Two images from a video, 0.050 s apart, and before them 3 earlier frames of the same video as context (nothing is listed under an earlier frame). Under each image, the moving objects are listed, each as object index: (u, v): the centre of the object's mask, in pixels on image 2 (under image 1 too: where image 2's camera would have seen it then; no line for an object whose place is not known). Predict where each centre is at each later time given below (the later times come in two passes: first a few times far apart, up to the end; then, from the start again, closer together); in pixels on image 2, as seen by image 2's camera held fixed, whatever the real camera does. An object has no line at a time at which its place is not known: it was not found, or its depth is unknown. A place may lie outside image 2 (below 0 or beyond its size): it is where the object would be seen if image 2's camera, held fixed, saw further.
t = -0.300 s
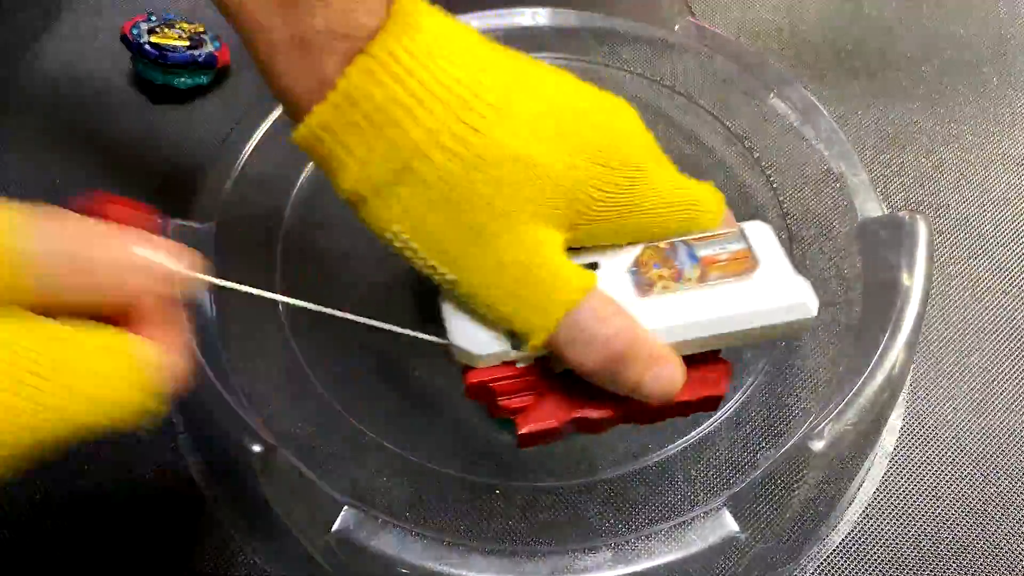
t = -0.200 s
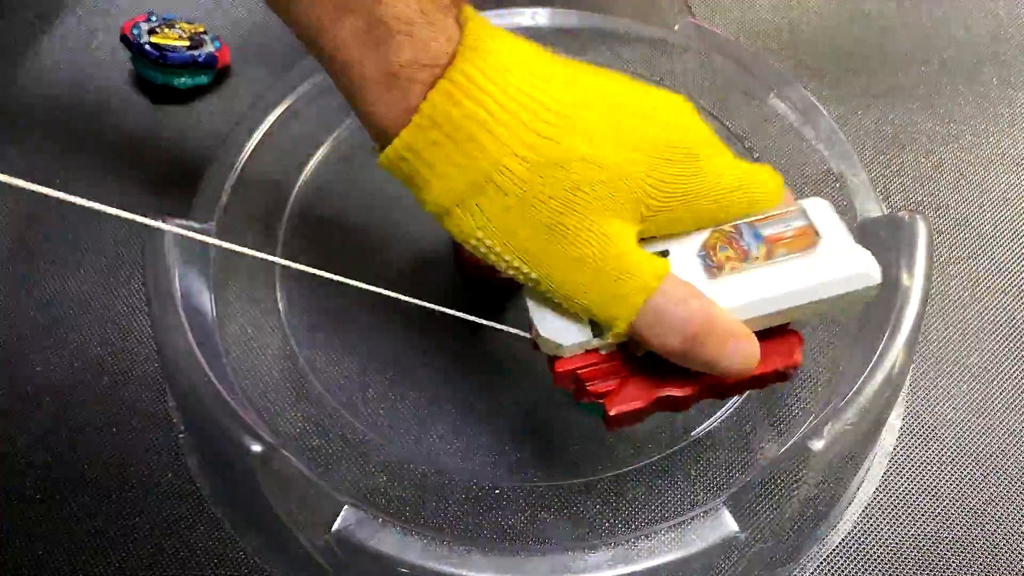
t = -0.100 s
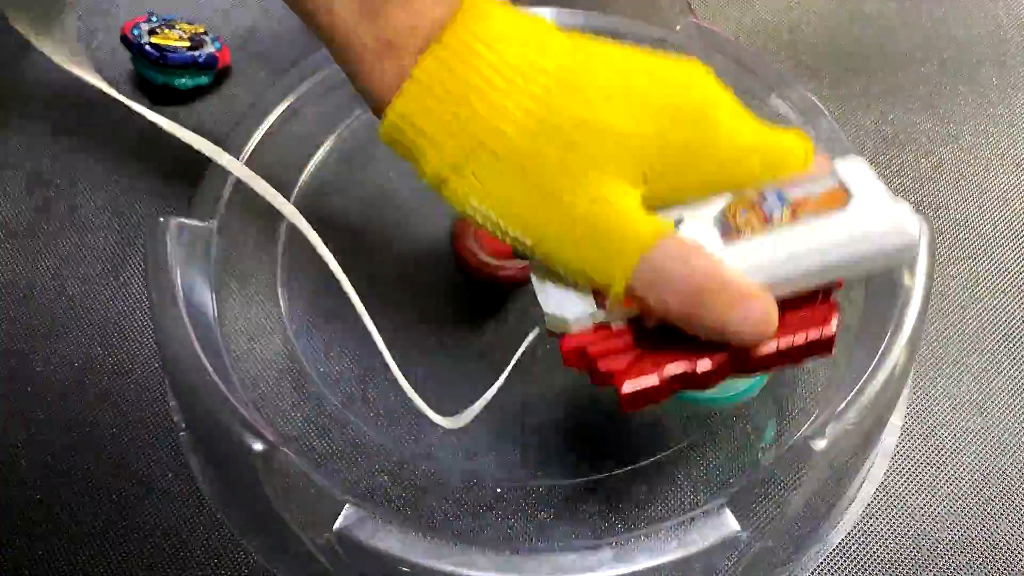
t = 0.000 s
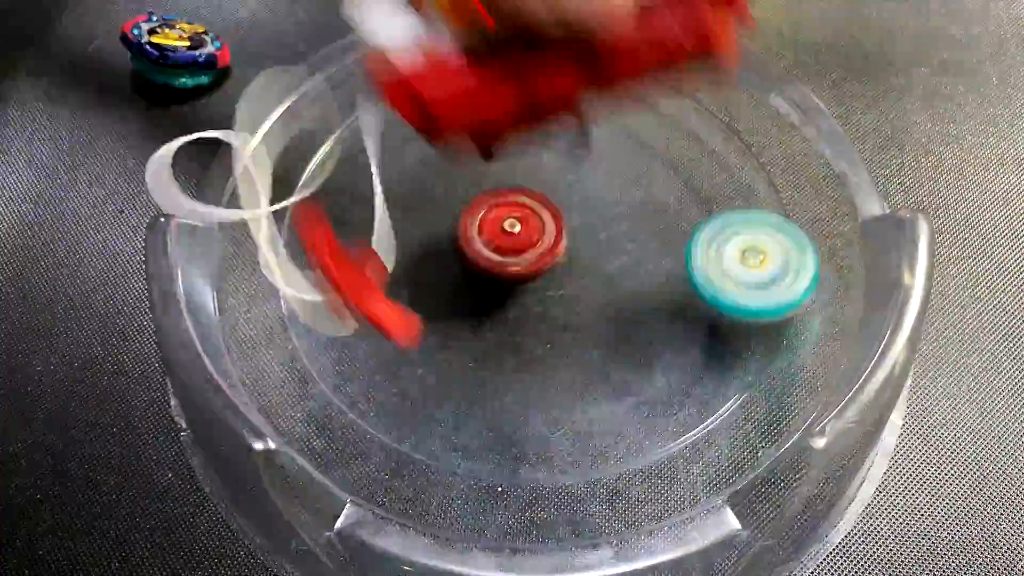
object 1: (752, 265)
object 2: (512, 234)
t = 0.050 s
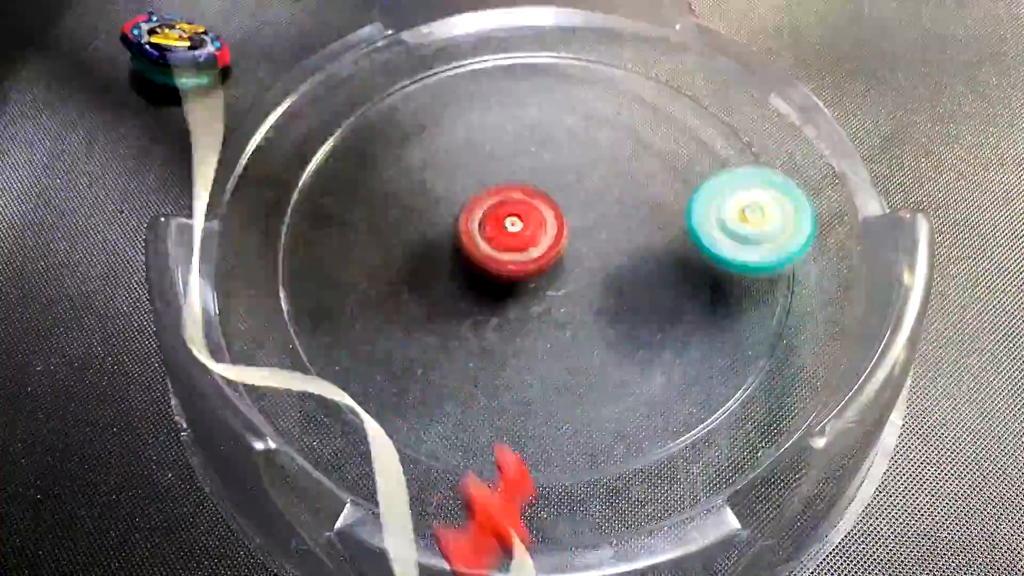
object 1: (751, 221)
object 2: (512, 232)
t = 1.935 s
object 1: (341, 295)
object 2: (556, 239)
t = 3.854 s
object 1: (523, 302)
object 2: (523, 56)
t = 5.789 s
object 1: (549, 243)
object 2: (484, 128)
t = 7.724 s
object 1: (424, 252)
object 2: (694, 240)
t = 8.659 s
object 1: (499, 190)
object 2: (624, 237)
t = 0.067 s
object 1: (747, 206)
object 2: (512, 230)
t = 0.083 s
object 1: (743, 192)
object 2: (513, 230)
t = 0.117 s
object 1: (728, 165)
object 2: (513, 228)
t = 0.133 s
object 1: (719, 152)
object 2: (514, 228)
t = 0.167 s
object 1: (697, 129)
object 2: (514, 227)
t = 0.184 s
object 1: (685, 119)
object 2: (515, 227)
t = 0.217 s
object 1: (658, 100)
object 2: (514, 224)
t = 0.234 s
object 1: (643, 91)
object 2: (514, 224)
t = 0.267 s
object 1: (612, 80)
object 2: (514, 222)
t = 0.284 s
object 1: (596, 75)
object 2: (514, 221)
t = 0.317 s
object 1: (561, 68)
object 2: (515, 220)
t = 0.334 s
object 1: (544, 68)
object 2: (515, 218)
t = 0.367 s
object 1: (510, 67)
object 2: (515, 217)
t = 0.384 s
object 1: (493, 68)
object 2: (515, 217)
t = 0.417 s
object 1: (459, 73)
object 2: (516, 216)
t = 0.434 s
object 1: (443, 78)
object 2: (516, 216)
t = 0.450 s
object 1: (428, 83)
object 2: (516, 215)
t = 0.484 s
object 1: (398, 97)
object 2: (516, 214)
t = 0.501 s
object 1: (385, 105)
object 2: (516, 214)
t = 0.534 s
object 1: (361, 125)
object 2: (517, 214)
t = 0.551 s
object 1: (350, 137)
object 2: (518, 213)
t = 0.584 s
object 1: (332, 162)
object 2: (519, 213)
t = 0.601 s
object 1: (325, 176)
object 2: (519, 213)
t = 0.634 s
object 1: (315, 206)
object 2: (521, 214)
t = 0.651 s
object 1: (313, 222)
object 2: (522, 214)
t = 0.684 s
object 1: (313, 254)
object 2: (523, 214)
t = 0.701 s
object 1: (315, 270)
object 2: (524, 214)
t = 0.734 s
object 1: (327, 303)
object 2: (526, 214)
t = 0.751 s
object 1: (335, 319)
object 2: (527, 215)
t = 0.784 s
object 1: (358, 349)
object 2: (529, 214)
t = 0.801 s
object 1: (371, 363)
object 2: (531, 214)
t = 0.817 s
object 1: (387, 376)
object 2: (532, 214)
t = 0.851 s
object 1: (422, 398)
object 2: (534, 214)
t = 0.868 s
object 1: (442, 407)
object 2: (536, 213)
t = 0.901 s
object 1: (485, 420)
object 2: (538, 213)
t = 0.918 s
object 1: (508, 424)
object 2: (539, 213)
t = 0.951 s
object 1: (553, 427)
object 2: (542, 213)
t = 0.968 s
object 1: (577, 426)
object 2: (543, 212)
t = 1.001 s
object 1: (622, 417)
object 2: (545, 212)
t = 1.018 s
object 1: (643, 409)
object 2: (545, 211)
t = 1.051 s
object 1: (682, 390)
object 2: (547, 212)
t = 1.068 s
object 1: (700, 379)
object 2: (548, 212)
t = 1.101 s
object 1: (729, 353)
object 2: (549, 212)
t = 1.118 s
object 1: (742, 338)
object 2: (550, 212)
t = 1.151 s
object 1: (761, 307)
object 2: (551, 212)
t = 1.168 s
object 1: (768, 290)
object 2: (552, 212)
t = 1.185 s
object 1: (773, 274)
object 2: (552, 212)
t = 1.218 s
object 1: (777, 240)
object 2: (553, 213)
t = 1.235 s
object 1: (777, 223)
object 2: (553, 213)
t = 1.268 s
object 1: (770, 191)
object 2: (554, 213)
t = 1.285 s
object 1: (765, 176)
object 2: (553, 214)
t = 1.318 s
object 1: (749, 148)
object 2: (553, 215)
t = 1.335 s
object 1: (739, 134)
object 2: (553, 215)
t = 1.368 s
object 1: (715, 111)
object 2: (552, 217)
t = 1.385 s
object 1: (703, 101)
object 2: (551, 217)
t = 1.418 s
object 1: (674, 83)
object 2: (550, 219)
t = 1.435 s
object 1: (657, 75)
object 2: (550, 220)
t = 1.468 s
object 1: (625, 65)
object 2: (549, 222)
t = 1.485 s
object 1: (609, 61)
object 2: (549, 224)
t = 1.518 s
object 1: (575, 56)
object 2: (550, 226)
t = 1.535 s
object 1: (558, 55)
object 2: (550, 227)
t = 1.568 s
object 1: (523, 56)
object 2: (550, 228)
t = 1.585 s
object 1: (506, 58)
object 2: (550, 230)
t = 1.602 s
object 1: (489, 62)
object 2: (551, 230)
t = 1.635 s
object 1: (455, 70)
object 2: (551, 232)
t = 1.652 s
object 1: (441, 77)
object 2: (552, 232)
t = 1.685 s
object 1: (412, 92)
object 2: (553, 234)
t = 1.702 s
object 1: (398, 100)
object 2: (554, 235)
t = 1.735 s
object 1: (374, 121)
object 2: (554, 235)
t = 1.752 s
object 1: (364, 133)
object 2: (554, 235)
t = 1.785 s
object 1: (346, 159)
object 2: (556, 236)
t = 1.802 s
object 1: (339, 172)
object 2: (555, 236)
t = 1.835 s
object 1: (329, 202)
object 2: (556, 237)
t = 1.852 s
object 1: (327, 217)
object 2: (556, 237)
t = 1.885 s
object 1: (327, 248)
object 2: (555, 237)
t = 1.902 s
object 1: (330, 264)
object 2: (556, 237)
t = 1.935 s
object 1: (341, 295)
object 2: (556, 239)
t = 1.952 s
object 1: (349, 310)
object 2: (555, 239)
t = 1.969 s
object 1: (358, 324)
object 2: (555, 239)
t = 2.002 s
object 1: (384, 351)
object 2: (555, 241)
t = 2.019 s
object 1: (399, 361)
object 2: (555, 241)
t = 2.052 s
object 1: (433, 380)
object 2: (554, 242)
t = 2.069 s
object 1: (452, 387)
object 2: (554, 242)
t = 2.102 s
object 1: (492, 397)
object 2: (554, 243)
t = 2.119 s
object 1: (513, 399)
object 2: (553, 243)
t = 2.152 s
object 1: (554, 397)
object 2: (552, 243)
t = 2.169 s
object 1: (575, 393)
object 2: (552, 243)
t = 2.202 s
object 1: (613, 381)
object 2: (550, 243)
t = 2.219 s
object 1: (631, 371)
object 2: (549, 243)
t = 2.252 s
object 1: (661, 350)
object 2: (548, 243)
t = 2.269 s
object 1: (674, 337)
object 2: (547, 243)
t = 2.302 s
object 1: (693, 310)
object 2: (546, 242)
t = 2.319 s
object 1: (700, 297)
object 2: (545, 243)
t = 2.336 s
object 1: (705, 283)
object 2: (544, 242)
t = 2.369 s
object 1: (710, 254)
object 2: (541, 242)
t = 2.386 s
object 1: (710, 240)
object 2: (540, 243)
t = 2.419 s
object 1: (705, 212)
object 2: (538, 243)
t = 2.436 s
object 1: (701, 199)
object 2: (538, 243)
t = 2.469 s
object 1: (688, 174)
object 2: (535, 244)
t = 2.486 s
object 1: (679, 162)
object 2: (535, 244)
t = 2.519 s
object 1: (657, 143)
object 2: (534, 244)
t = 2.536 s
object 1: (647, 135)
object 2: (532, 245)
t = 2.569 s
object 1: (621, 123)
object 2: (531, 244)
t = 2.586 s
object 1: (608, 119)
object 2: (530, 244)
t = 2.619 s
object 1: (581, 112)
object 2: (528, 244)
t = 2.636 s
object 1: (567, 111)
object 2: (528, 243)
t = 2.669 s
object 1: (539, 110)
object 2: (526, 242)
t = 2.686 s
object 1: (524, 111)
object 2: (525, 243)
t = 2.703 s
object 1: (512, 114)
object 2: (525, 242)
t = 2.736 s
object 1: (487, 121)
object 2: (523, 242)
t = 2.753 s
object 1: (476, 128)
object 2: (521, 241)
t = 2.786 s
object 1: (456, 141)
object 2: (521, 240)
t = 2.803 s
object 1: (447, 150)
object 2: (521, 240)
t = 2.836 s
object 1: (433, 167)
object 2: (520, 240)
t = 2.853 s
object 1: (426, 175)
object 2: (521, 240)
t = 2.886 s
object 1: (406, 181)
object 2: (534, 252)
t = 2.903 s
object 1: (398, 185)
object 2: (539, 259)
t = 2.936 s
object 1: (385, 195)
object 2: (548, 265)
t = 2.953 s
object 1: (380, 201)
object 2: (553, 266)
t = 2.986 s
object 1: (376, 214)
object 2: (561, 269)
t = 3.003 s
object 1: (376, 222)
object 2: (563, 269)
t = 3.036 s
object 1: (381, 238)
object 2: (569, 269)
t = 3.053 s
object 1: (385, 247)
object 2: (572, 267)
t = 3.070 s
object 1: (390, 254)
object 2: (572, 266)
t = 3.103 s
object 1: (405, 271)
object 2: (575, 262)
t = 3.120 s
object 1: (414, 278)
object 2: (575, 259)
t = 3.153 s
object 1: (436, 293)
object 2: (575, 254)
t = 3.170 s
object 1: (447, 299)
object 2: (576, 252)
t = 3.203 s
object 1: (473, 307)
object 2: (575, 246)
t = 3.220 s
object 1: (475, 314)
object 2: (585, 239)
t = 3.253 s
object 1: (477, 323)
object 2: (608, 221)
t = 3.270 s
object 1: (480, 327)
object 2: (615, 214)
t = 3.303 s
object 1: (487, 331)
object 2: (626, 200)
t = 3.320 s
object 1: (492, 331)
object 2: (629, 193)
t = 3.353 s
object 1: (502, 329)
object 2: (630, 184)
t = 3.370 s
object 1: (509, 325)
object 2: (629, 179)
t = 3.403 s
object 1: (523, 316)
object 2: (627, 173)
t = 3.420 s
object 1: (531, 309)
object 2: (623, 170)
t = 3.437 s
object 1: (538, 302)
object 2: (618, 169)
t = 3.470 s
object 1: (551, 288)
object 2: (606, 166)
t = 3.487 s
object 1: (556, 279)
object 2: (598, 164)
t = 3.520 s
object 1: (566, 262)
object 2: (587, 159)
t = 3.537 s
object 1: (564, 268)
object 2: (587, 142)
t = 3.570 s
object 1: (555, 288)
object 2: (588, 104)
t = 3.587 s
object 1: (550, 297)
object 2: (588, 88)
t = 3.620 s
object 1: (540, 310)
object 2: (585, 64)
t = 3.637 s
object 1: (535, 316)
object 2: (582, 56)
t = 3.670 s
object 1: (527, 323)
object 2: (575, 47)
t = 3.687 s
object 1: (523, 325)
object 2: (570, 44)
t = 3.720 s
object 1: (518, 327)
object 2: (560, 42)
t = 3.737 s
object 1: (517, 326)
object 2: (555, 42)
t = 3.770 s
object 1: (516, 323)
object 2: (544, 43)
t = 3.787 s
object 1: (516, 320)
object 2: (540, 44)
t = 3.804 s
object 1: (517, 316)
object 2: (534, 46)
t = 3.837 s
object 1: (520, 308)
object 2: (528, 50)
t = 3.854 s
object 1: (523, 302)
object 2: (523, 56)
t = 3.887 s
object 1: (529, 291)
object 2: (517, 63)
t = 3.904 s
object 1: (532, 285)
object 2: (512, 69)
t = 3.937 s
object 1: (539, 273)
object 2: (507, 81)
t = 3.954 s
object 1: (542, 267)
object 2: (502, 88)
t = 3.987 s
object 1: (547, 255)
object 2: (498, 104)
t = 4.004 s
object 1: (548, 249)
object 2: (496, 112)
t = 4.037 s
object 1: (549, 237)
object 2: (496, 128)
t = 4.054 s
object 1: (549, 231)
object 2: (496, 136)
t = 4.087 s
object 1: (557, 244)
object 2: (490, 120)
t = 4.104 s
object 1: (564, 260)
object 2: (487, 104)
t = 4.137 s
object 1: (576, 290)
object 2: (477, 79)
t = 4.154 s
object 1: (582, 303)
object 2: (474, 70)
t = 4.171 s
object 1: (586, 315)
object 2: (471, 64)
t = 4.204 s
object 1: (594, 334)
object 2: (469, 57)
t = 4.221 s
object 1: (597, 341)
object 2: (467, 59)
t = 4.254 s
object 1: (600, 352)
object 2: (462, 61)
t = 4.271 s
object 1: (600, 355)
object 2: (462, 63)
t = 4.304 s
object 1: (600, 358)
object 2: (461, 71)
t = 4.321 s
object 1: (599, 357)
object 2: (458, 75)
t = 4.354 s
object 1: (596, 352)
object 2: (453, 85)
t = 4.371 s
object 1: (594, 347)
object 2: (451, 88)
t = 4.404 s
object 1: (589, 335)
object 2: (452, 99)
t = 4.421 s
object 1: (587, 328)
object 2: (453, 106)
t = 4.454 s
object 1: (582, 310)
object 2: (454, 116)
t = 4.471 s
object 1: (579, 301)
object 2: (458, 122)
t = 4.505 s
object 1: (573, 282)
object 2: (464, 135)
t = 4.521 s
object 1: (570, 272)
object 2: (467, 139)
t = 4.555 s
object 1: (563, 254)
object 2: (472, 151)
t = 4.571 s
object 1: (559, 245)
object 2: (476, 156)
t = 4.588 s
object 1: (557, 239)
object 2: (480, 158)
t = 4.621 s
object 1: (565, 250)
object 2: (471, 135)
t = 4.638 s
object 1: (569, 256)
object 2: (468, 127)
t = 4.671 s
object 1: (574, 267)
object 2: (463, 118)
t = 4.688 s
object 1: (575, 272)
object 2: (461, 116)
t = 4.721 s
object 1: (578, 282)
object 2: (460, 117)
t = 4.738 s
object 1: (578, 285)
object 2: (458, 118)
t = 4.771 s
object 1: (577, 291)
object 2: (458, 120)
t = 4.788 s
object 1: (576, 292)
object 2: (458, 122)
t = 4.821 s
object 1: (571, 294)
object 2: (459, 127)
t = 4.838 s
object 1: (569, 294)
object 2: (460, 131)
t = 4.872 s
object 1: (563, 292)
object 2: (462, 137)
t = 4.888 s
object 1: (560, 289)
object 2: (464, 140)
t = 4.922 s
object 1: (554, 283)
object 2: (468, 148)
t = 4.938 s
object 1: (551, 279)
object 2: (470, 151)
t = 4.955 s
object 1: (549, 275)
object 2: (473, 155)
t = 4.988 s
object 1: (545, 267)
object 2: (478, 162)
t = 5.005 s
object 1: (544, 263)
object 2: (481, 166)
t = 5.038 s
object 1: (547, 268)
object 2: (487, 164)
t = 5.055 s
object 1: (554, 291)
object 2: (484, 140)
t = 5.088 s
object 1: (565, 328)
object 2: (485, 107)
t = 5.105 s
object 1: (571, 346)
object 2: (486, 92)
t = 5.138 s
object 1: (584, 379)
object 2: (488, 77)
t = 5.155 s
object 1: (590, 392)
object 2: (491, 72)
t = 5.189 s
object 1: (601, 413)
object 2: (491, 69)
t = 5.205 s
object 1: (607, 421)
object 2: (493, 70)
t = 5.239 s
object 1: (615, 431)
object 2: (495, 70)
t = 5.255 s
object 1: (618, 432)
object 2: (495, 70)
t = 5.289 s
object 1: (625, 428)
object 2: (499, 71)
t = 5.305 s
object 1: (627, 421)
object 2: (500, 73)
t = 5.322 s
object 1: (630, 415)
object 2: (501, 75)
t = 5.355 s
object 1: (633, 397)
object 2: (507, 80)
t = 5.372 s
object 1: (634, 386)
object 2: (507, 83)
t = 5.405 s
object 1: (632, 366)
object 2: (511, 91)
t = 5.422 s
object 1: (632, 354)
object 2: (512, 95)
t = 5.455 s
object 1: (628, 328)
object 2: (515, 106)
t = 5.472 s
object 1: (626, 316)
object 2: (517, 111)
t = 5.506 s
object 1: (618, 289)
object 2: (519, 121)
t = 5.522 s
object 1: (613, 277)
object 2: (520, 127)
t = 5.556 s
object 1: (604, 254)
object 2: (521, 138)
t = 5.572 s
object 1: (598, 242)
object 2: (523, 143)
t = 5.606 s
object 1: (587, 224)
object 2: (524, 150)
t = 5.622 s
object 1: (585, 224)
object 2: (517, 139)
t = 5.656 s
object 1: (580, 226)
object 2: (506, 127)
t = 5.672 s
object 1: (577, 229)
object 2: (502, 123)
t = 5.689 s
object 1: (573, 230)
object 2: (499, 121)
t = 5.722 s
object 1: (566, 233)
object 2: (493, 121)
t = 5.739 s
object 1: (561, 237)
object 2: (492, 122)
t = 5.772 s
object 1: (553, 241)
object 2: (484, 126)
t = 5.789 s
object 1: (549, 243)
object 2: (484, 128)
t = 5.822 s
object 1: (539, 247)
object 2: (477, 134)
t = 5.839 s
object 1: (534, 249)
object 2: (478, 135)
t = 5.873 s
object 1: (523, 253)
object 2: (472, 141)
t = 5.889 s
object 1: (518, 254)
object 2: (472, 143)
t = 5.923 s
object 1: (508, 256)
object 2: (468, 150)
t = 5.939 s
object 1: (502, 257)
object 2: (467, 152)
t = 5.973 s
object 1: (492, 259)
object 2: (464, 159)
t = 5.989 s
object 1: (488, 260)
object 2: (464, 159)
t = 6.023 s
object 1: (479, 267)
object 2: (464, 158)
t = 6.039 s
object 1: (474, 271)
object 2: (465, 156)
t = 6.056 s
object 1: (469, 276)
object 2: (463, 155)
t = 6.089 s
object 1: (462, 285)
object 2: (462, 154)
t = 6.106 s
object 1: (459, 288)
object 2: (463, 155)
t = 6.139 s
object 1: (453, 292)
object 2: (461, 156)
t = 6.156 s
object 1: (452, 295)
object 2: (464, 156)
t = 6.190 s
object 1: (450, 297)
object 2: (464, 158)
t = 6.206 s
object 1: (448, 297)
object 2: (465, 159)
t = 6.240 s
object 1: (447, 297)
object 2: (468, 161)
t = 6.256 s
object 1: (446, 296)
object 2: (468, 163)
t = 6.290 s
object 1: (446, 293)
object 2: (473, 166)
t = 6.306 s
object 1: (447, 291)
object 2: (474, 169)
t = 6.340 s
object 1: (449, 287)
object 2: (476, 174)
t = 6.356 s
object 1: (452, 284)
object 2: (479, 178)
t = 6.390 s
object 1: (455, 279)
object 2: (482, 182)
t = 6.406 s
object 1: (456, 278)
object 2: (485, 182)
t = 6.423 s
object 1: (455, 281)
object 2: (489, 180)
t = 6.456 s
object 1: (452, 287)
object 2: (498, 180)
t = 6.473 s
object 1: (453, 291)
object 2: (502, 181)
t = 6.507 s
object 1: (455, 295)
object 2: (506, 185)
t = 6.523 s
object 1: (456, 296)
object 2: (508, 187)
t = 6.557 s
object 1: (461, 299)
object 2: (510, 191)
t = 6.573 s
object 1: (465, 299)
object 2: (510, 194)
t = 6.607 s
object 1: (469, 298)
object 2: (514, 199)
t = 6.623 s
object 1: (472, 297)
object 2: (515, 200)
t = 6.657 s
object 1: (471, 301)
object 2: (520, 199)
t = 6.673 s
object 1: (466, 307)
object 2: (527, 192)
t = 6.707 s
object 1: (460, 318)
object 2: (538, 186)
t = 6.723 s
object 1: (458, 320)
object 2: (543, 181)
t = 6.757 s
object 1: (457, 323)
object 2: (548, 178)
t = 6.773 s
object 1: (457, 322)
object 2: (549, 178)
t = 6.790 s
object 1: (458, 321)
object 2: (549, 180)
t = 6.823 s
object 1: (463, 315)
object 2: (547, 182)
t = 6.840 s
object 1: (468, 310)
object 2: (548, 184)
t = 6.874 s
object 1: (478, 299)
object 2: (548, 185)
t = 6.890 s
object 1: (482, 293)
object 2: (546, 188)
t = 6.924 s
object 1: (492, 280)
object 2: (545, 192)
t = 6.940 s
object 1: (490, 281)
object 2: (550, 186)
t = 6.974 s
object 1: (479, 287)
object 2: (561, 176)
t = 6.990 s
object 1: (476, 289)
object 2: (567, 171)
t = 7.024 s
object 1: (471, 289)
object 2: (572, 169)
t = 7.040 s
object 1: (470, 289)
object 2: (571, 172)
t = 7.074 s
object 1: (470, 287)
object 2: (570, 175)
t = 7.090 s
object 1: (471, 285)
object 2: (570, 174)
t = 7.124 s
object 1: (475, 280)
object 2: (568, 175)
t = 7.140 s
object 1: (478, 278)
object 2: (569, 175)
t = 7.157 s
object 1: (482, 275)
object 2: (567, 176)
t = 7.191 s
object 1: (489, 269)
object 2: (567, 178)
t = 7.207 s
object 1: (493, 265)
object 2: (567, 179)
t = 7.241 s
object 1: (484, 268)
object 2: (583, 171)
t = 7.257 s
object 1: (475, 272)
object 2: (597, 166)
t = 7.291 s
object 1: (461, 277)
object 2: (614, 161)
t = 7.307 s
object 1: (456, 279)
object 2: (618, 160)
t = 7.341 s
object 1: (449, 280)
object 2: (624, 162)
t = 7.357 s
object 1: (447, 281)
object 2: (625, 165)
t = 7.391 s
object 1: (446, 280)
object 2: (624, 170)
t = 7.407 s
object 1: (446, 279)
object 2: (622, 172)
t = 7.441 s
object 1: (449, 278)
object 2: (620, 177)
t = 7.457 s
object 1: (451, 277)
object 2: (619, 179)
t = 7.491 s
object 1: (458, 274)
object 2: (617, 185)
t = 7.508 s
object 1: (462, 273)
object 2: (616, 188)
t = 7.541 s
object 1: (472, 270)
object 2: (612, 196)
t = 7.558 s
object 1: (477, 268)
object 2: (611, 199)
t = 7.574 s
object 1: (482, 266)
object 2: (607, 206)
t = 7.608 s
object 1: (492, 262)
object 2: (601, 214)
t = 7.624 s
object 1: (494, 261)
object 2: (603, 218)
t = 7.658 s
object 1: (464, 258)
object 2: (633, 226)
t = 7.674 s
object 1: (452, 257)
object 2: (652, 228)
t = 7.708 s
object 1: (431, 254)
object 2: (684, 238)
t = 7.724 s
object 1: (424, 252)
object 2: (694, 240)
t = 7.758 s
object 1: (412, 248)
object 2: (711, 249)
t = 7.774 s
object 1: (409, 246)
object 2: (718, 255)
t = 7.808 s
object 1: (405, 244)
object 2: (729, 260)
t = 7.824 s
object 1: (405, 243)
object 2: (733, 262)
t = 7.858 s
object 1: (409, 242)
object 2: (736, 262)
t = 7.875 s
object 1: (412, 241)
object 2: (736, 262)
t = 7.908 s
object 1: (421, 242)
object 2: (734, 260)
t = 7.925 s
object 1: (426, 242)
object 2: (730, 259)
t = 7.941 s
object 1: (432, 244)
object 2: (726, 257)
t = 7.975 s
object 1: (443, 245)
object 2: (717, 252)
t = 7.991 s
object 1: (450, 244)
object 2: (713, 250)
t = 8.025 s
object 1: (463, 247)
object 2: (702, 246)
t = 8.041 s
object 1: (468, 246)
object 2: (695, 244)
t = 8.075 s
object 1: (482, 246)
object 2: (685, 241)
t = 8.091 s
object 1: (488, 246)
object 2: (677, 239)
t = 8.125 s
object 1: (499, 245)
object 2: (665, 239)
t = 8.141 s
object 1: (505, 245)
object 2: (659, 239)
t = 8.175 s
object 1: (515, 243)
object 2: (645, 240)
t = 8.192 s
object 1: (520, 241)
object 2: (638, 241)
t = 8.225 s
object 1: (525, 237)
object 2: (628, 243)
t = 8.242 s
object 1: (526, 233)
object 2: (626, 244)
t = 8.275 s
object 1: (525, 227)
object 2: (625, 249)
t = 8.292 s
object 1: (521, 223)
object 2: (625, 249)
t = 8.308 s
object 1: (521, 220)
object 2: (624, 250)
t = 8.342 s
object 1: (517, 212)
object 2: (623, 250)
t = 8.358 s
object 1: (516, 207)
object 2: (622, 250)
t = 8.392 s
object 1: (513, 201)
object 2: (621, 249)
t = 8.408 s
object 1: (511, 195)
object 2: (621, 249)
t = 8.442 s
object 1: (509, 191)
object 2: (620, 247)
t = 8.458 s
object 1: (506, 191)
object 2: (620, 247)
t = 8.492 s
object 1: (503, 187)
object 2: (620, 245)
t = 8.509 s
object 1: (503, 187)
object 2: (620, 244)
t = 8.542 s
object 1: (500, 187)
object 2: (621, 243)
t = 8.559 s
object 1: (500, 185)
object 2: (621, 242)
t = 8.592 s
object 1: (499, 187)
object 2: (622, 240)
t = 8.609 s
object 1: (497, 187)
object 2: (622, 239)
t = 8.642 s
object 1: (498, 188)
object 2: (624, 238)
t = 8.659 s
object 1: (499, 190)
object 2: (624, 237)
